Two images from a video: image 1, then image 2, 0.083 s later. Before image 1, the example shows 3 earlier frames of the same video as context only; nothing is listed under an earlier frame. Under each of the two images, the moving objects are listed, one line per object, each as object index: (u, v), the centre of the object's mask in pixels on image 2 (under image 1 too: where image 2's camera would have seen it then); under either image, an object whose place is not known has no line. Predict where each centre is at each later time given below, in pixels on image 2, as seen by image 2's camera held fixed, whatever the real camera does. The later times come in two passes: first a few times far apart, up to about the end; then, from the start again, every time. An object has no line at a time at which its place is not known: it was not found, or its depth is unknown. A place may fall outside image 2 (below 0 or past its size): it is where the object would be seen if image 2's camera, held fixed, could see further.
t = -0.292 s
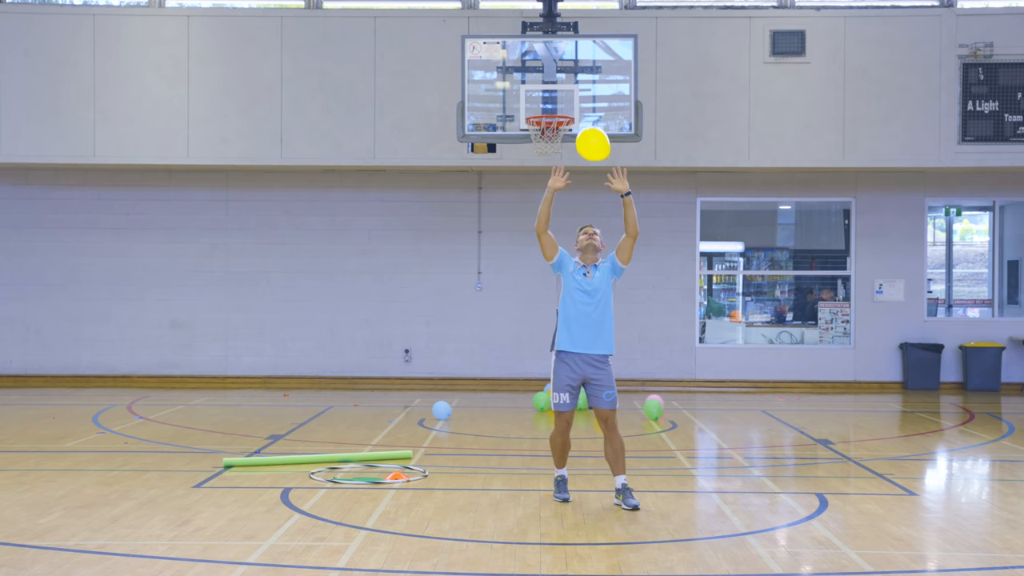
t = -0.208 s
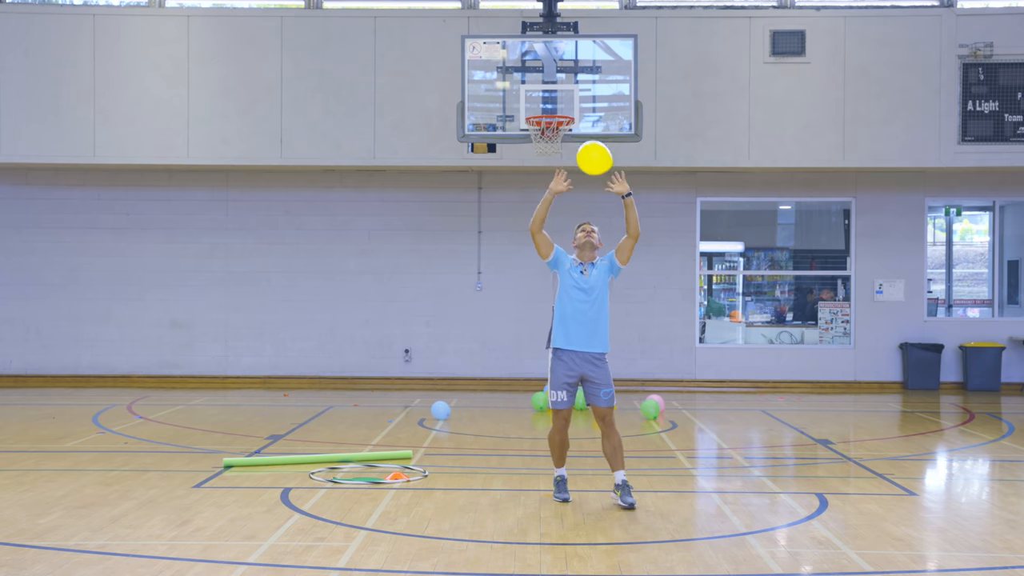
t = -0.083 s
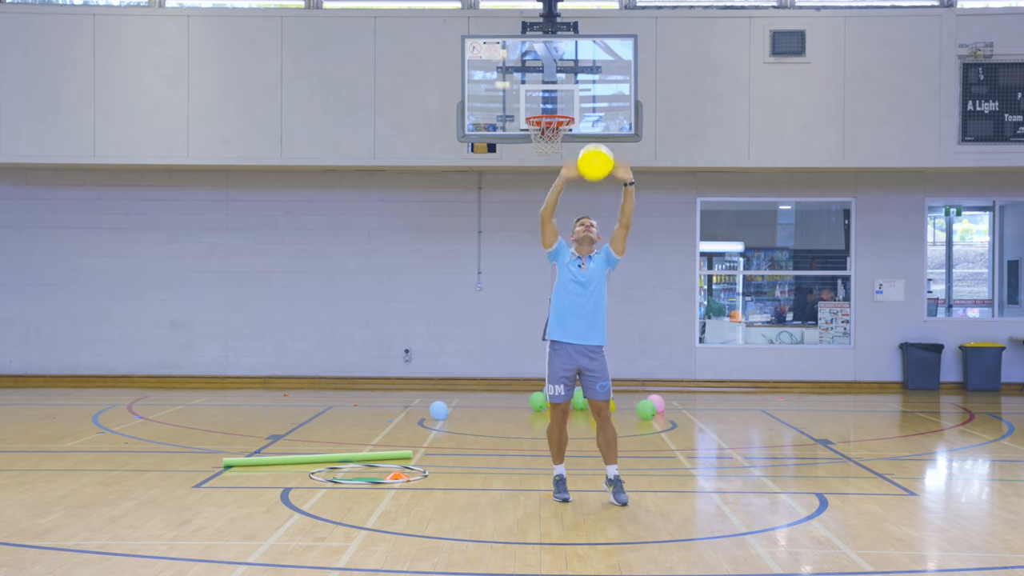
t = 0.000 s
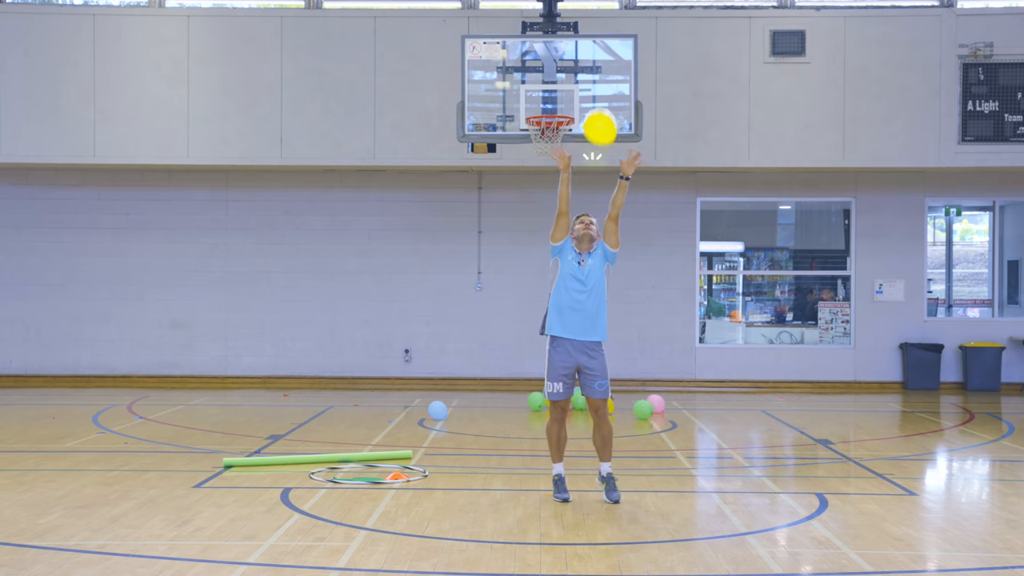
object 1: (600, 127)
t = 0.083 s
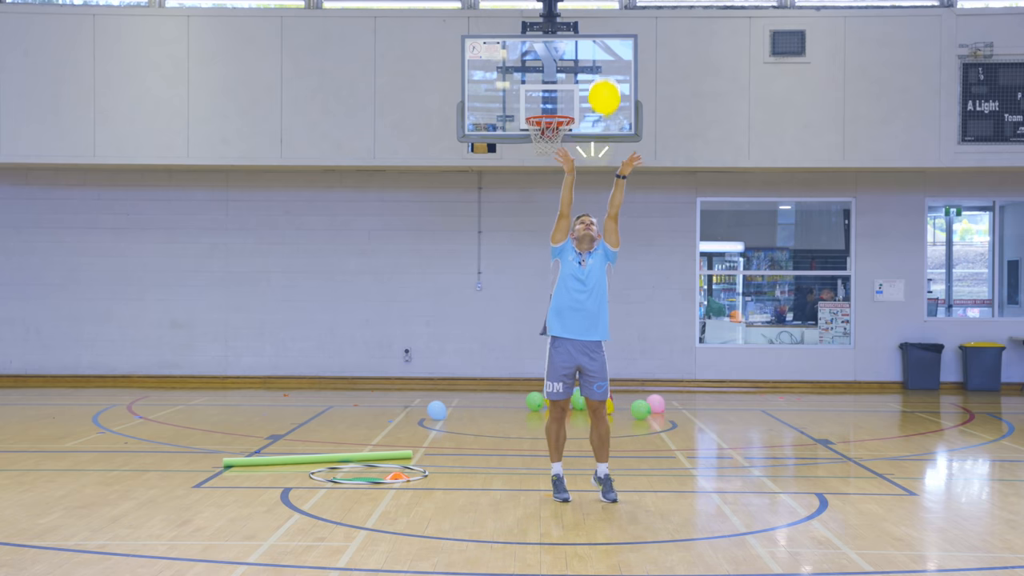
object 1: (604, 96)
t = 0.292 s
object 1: (609, 41)
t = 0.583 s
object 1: (604, 13)
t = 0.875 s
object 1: (605, 11)
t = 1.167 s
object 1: (610, 15)
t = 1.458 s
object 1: (615, 39)
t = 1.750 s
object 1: (616, 80)
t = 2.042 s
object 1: (610, 127)
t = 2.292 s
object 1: (602, 169)
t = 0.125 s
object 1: (606, 82)
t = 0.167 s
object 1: (608, 70)
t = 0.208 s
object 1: (608, 60)
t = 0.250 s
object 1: (609, 50)
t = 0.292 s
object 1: (609, 41)
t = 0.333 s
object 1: (609, 34)
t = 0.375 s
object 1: (608, 28)
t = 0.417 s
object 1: (607, 23)
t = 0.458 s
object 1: (606, 19)
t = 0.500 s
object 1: (606, 16)
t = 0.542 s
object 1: (605, 14)
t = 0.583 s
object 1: (604, 13)
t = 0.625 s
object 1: (603, 12)
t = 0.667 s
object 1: (603, 12)
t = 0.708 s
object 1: (603, 11)
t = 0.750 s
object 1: (603, 11)
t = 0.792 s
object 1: (603, 11)
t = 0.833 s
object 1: (604, 11)
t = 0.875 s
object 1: (605, 11)
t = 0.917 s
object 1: (605, 11)
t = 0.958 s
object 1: (606, 11)
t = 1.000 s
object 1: (607, 11)
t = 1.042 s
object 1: (608, 12)
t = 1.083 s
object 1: (609, 13)
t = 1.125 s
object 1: (610, 14)
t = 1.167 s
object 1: (610, 15)
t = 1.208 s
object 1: (611, 17)
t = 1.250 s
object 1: (612, 19)
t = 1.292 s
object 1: (612, 22)
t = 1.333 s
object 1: (613, 26)
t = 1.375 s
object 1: (614, 30)
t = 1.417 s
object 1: (614, 34)
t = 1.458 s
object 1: (615, 39)
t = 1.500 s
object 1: (615, 44)
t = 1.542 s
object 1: (616, 49)
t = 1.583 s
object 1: (616, 55)
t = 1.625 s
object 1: (616, 61)
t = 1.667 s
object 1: (616, 67)
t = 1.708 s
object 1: (616, 73)
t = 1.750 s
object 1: (616, 80)
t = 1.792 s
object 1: (615, 86)
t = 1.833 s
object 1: (614, 93)
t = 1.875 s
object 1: (614, 99)
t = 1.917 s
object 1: (613, 106)
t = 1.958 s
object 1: (612, 113)
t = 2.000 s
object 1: (611, 120)
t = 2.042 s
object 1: (610, 127)
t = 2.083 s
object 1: (609, 134)
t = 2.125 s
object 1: (608, 141)
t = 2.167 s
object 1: (607, 148)
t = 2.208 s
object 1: (605, 155)
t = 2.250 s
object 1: (604, 162)
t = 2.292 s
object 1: (602, 169)
